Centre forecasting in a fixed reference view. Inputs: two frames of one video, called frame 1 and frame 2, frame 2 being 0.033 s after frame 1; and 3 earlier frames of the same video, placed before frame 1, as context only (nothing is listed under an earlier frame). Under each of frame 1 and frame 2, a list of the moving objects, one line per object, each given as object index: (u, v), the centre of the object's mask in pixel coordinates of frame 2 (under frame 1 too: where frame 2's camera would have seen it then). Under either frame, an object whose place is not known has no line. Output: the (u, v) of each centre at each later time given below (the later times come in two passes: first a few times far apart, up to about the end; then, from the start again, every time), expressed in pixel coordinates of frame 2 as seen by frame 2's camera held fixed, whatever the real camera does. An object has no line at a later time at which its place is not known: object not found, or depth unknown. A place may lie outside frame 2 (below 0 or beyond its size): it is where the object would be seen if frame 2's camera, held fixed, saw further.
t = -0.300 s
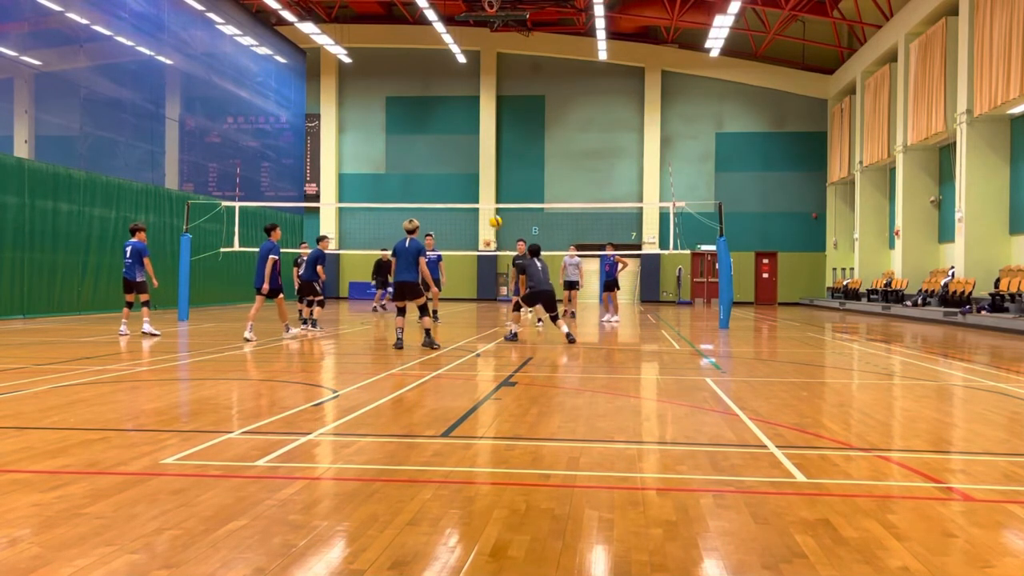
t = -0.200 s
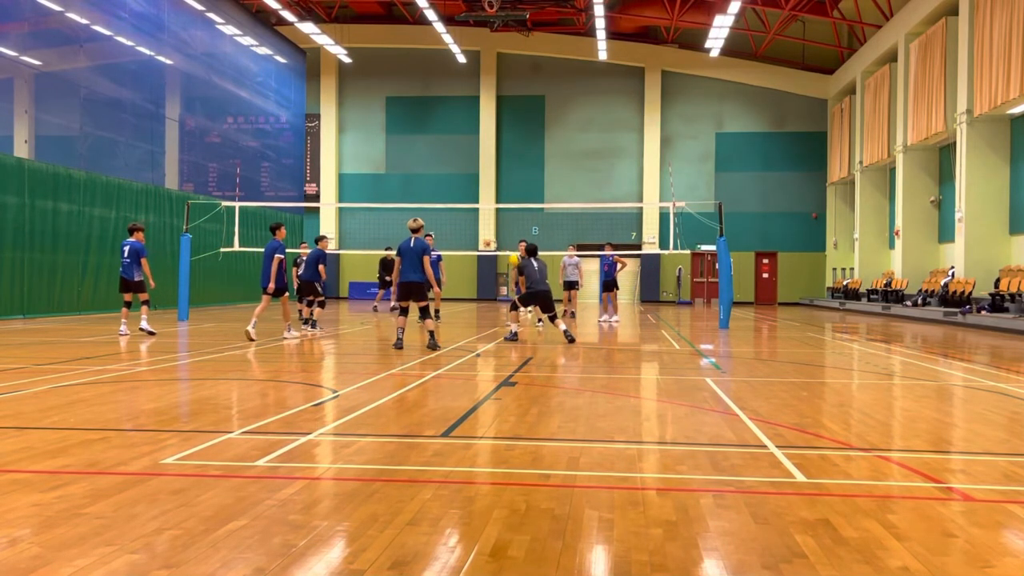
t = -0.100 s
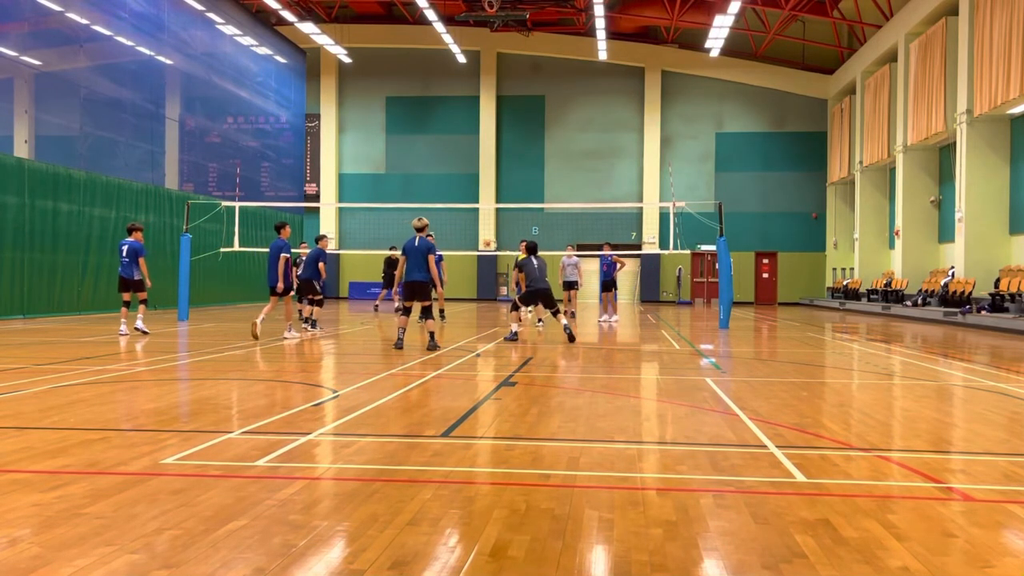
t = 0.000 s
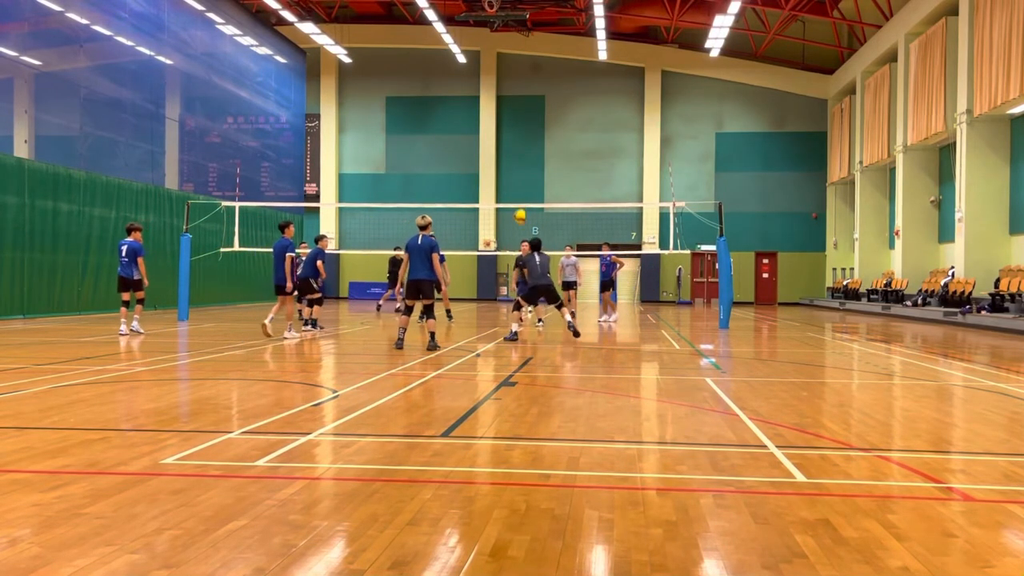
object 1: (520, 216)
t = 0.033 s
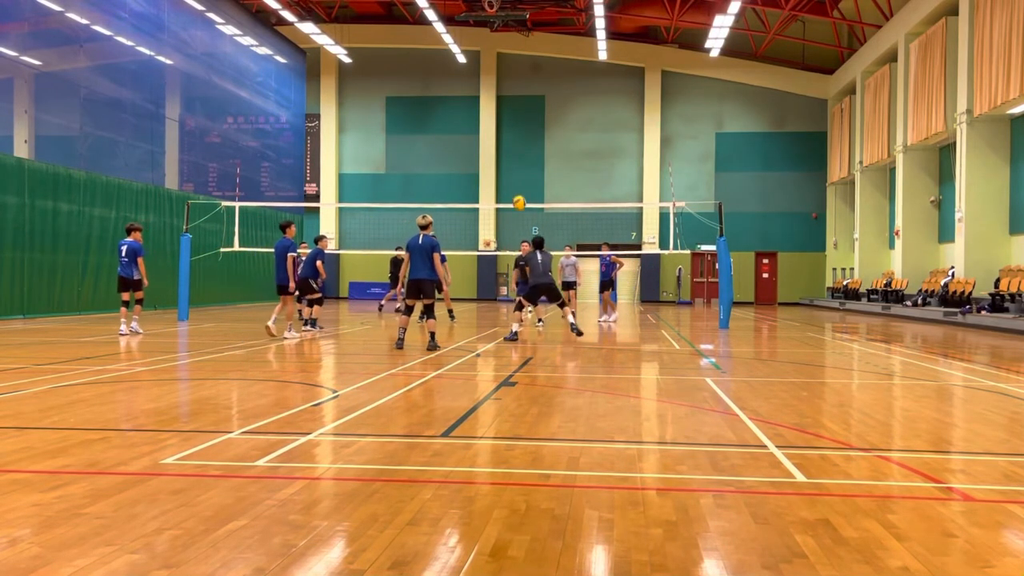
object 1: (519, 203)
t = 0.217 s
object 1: (514, 145)
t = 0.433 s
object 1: (509, 105)
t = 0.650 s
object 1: (504, 94)
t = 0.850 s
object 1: (500, 105)
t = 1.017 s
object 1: (496, 130)
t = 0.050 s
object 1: (518, 196)
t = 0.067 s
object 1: (518, 190)
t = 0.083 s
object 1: (518, 185)
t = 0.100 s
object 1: (517, 178)
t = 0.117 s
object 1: (517, 173)
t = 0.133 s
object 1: (516, 168)
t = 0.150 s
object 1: (516, 163)
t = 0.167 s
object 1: (516, 158)
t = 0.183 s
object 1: (515, 153)
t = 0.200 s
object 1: (515, 149)
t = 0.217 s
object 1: (514, 145)
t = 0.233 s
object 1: (514, 140)
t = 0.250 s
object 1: (513, 137)
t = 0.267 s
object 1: (513, 133)
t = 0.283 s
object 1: (513, 129)
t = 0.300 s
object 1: (512, 126)
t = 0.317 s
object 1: (512, 123)
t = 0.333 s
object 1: (511, 120)
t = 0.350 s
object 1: (511, 116)
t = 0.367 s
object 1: (511, 114)
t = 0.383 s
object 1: (510, 112)
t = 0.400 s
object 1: (510, 109)
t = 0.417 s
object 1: (509, 107)
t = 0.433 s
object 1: (509, 105)
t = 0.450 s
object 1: (508, 103)
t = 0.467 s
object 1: (508, 102)
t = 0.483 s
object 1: (508, 100)
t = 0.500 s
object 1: (507, 99)
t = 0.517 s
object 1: (507, 98)
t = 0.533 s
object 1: (507, 97)
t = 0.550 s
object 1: (506, 96)
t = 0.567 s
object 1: (506, 95)
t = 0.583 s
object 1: (505, 95)
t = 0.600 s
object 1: (505, 94)
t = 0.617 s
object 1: (505, 94)
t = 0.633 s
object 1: (504, 94)
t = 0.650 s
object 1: (504, 94)
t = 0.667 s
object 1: (504, 94)
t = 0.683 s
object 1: (503, 94)
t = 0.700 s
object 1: (503, 95)
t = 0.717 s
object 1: (502, 96)
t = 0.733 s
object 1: (502, 96)
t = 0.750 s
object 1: (502, 97)
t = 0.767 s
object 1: (501, 98)
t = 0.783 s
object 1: (501, 99)
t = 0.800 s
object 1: (501, 101)
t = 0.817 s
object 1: (501, 102)
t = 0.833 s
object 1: (500, 104)
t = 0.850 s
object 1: (500, 105)
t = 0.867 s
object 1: (499, 107)
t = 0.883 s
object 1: (499, 109)
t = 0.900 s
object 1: (499, 111)
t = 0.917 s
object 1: (499, 114)
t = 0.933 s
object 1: (498, 116)
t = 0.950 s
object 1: (498, 118)
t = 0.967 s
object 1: (498, 121)
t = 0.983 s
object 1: (497, 124)
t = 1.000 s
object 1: (497, 126)
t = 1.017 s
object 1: (496, 130)
